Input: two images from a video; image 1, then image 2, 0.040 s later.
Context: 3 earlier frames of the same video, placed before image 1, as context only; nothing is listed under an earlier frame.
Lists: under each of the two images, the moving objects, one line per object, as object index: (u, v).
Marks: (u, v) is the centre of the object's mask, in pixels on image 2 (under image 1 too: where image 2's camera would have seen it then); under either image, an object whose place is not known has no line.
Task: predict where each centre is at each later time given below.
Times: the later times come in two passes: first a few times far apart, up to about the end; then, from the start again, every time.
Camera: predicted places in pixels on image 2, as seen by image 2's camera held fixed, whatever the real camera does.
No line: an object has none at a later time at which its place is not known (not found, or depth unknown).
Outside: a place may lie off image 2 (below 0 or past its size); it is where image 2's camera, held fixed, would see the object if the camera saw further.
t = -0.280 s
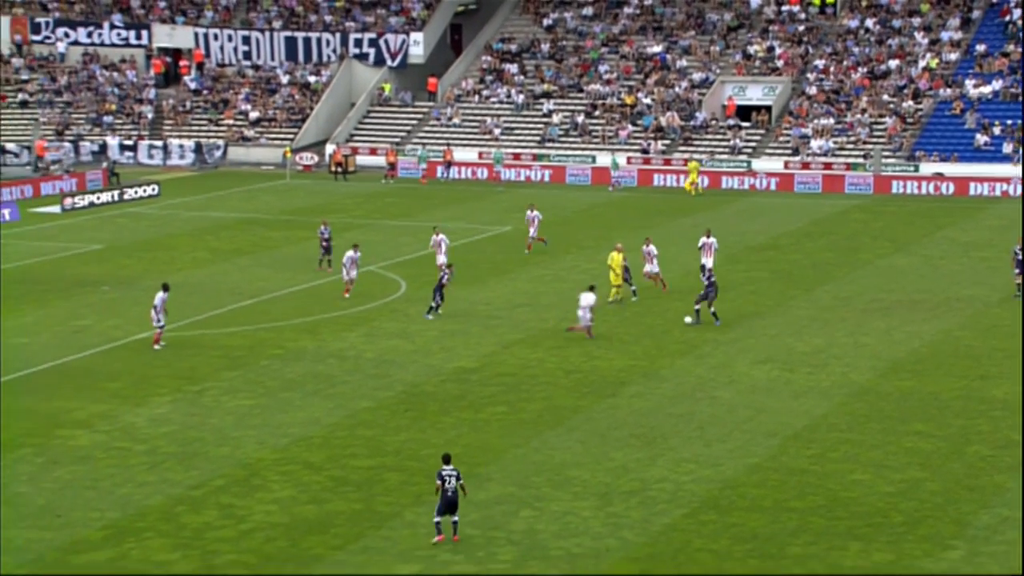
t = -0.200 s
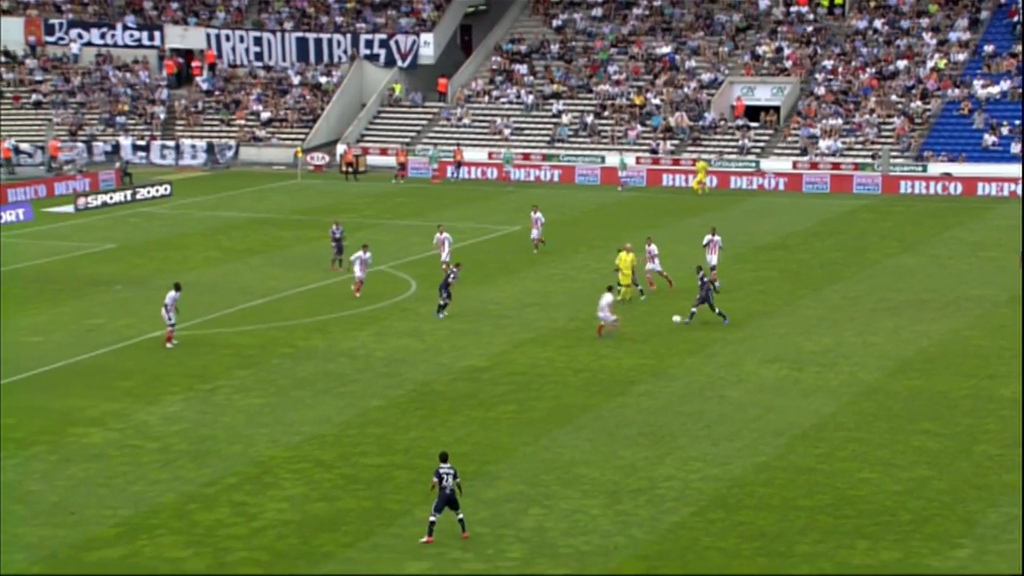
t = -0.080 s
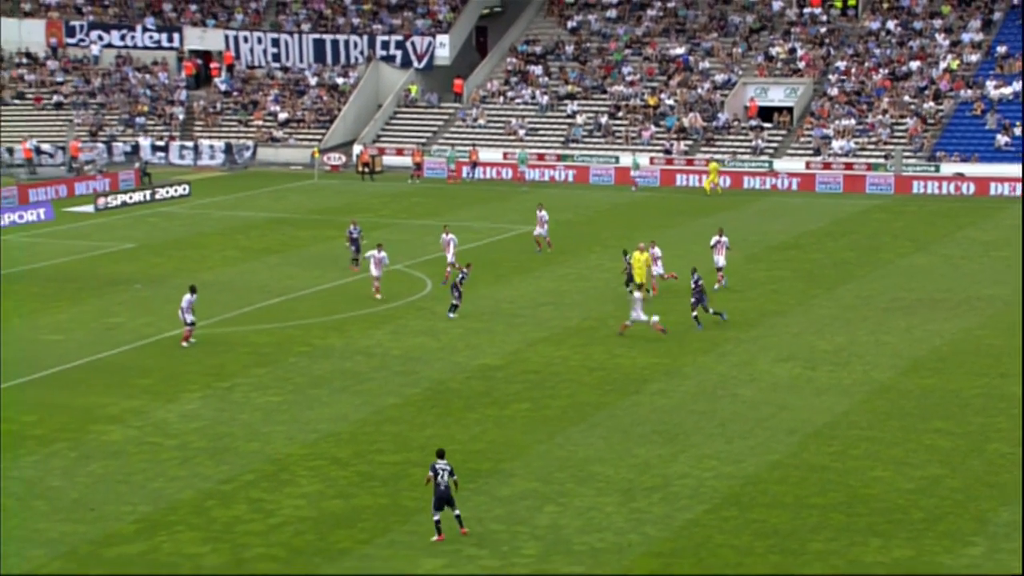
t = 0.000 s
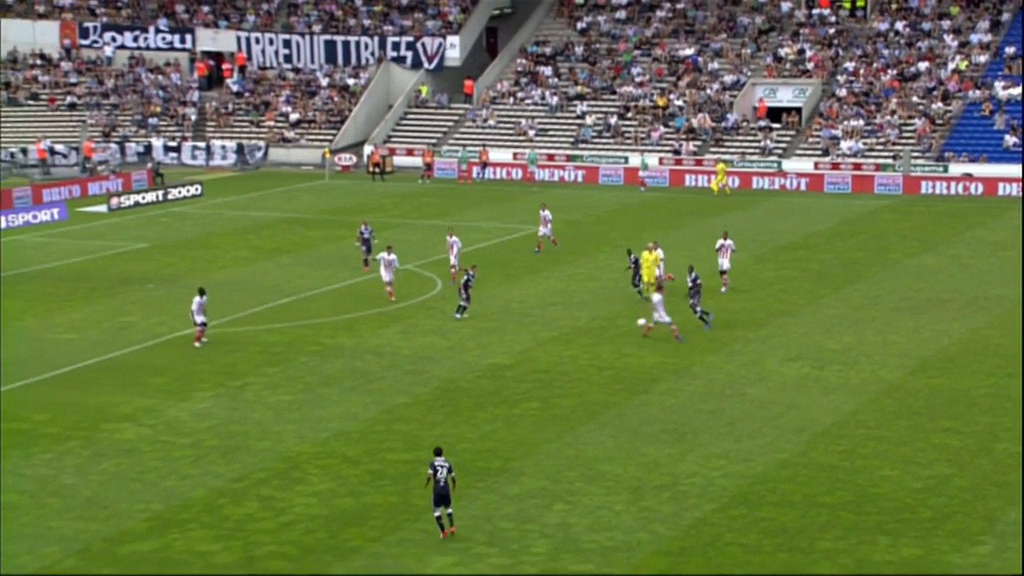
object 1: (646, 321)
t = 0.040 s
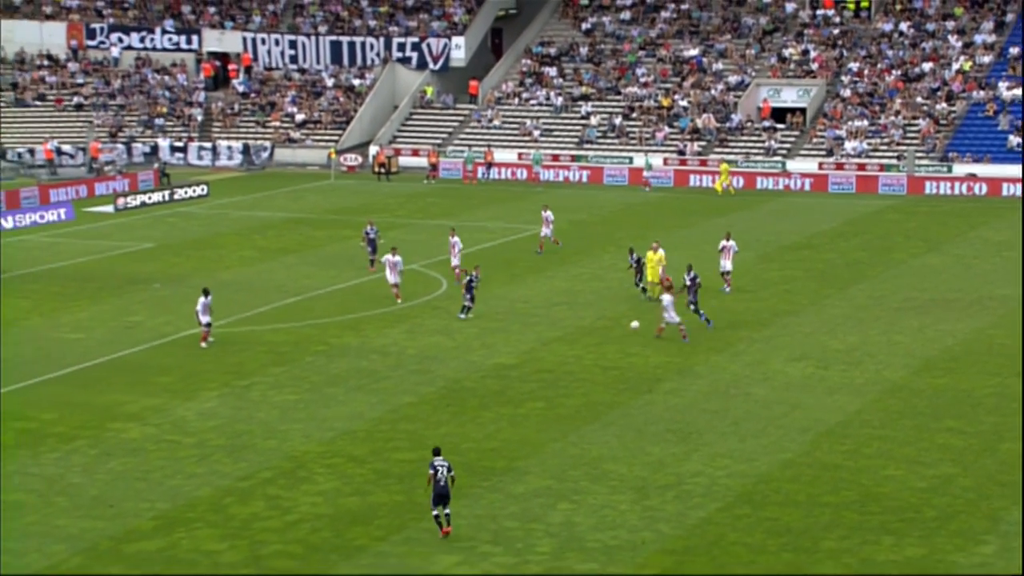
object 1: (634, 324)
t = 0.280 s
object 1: (570, 352)
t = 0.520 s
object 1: (511, 399)
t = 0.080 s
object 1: (624, 327)
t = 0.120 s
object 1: (613, 331)
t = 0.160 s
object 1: (602, 335)
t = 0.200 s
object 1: (592, 340)
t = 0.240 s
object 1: (581, 346)
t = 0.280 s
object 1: (570, 352)
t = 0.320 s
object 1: (560, 359)
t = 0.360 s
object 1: (549, 366)
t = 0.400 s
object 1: (539, 375)
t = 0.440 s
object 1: (529, 384)
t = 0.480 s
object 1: (519, 394)
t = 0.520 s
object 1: (511, 399)
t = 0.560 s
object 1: (503, 399)
